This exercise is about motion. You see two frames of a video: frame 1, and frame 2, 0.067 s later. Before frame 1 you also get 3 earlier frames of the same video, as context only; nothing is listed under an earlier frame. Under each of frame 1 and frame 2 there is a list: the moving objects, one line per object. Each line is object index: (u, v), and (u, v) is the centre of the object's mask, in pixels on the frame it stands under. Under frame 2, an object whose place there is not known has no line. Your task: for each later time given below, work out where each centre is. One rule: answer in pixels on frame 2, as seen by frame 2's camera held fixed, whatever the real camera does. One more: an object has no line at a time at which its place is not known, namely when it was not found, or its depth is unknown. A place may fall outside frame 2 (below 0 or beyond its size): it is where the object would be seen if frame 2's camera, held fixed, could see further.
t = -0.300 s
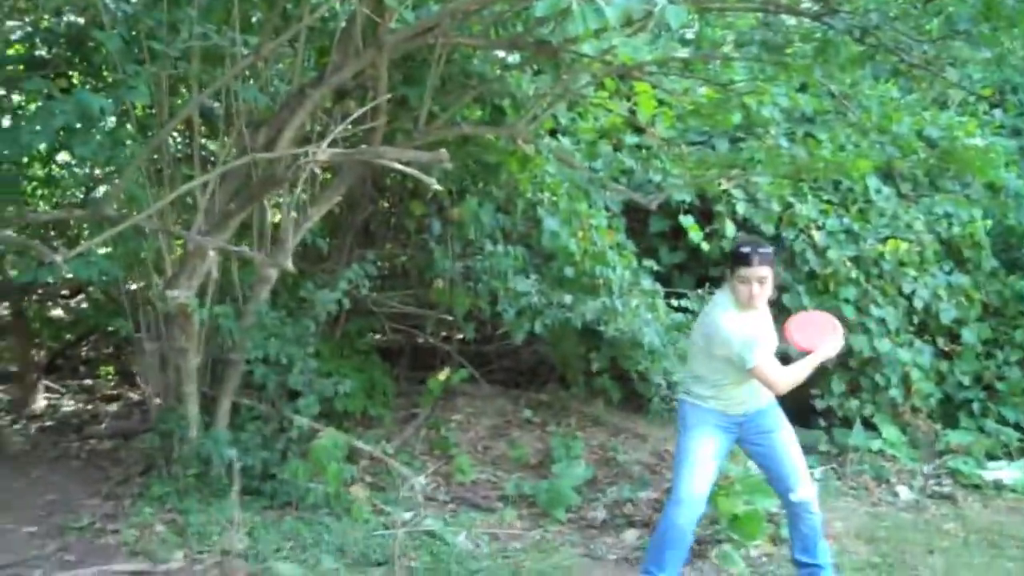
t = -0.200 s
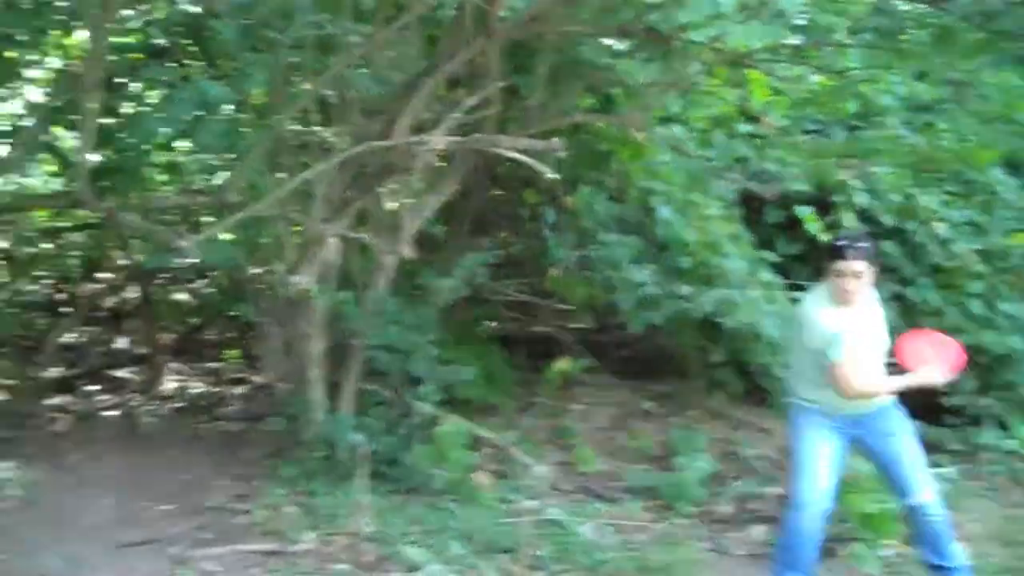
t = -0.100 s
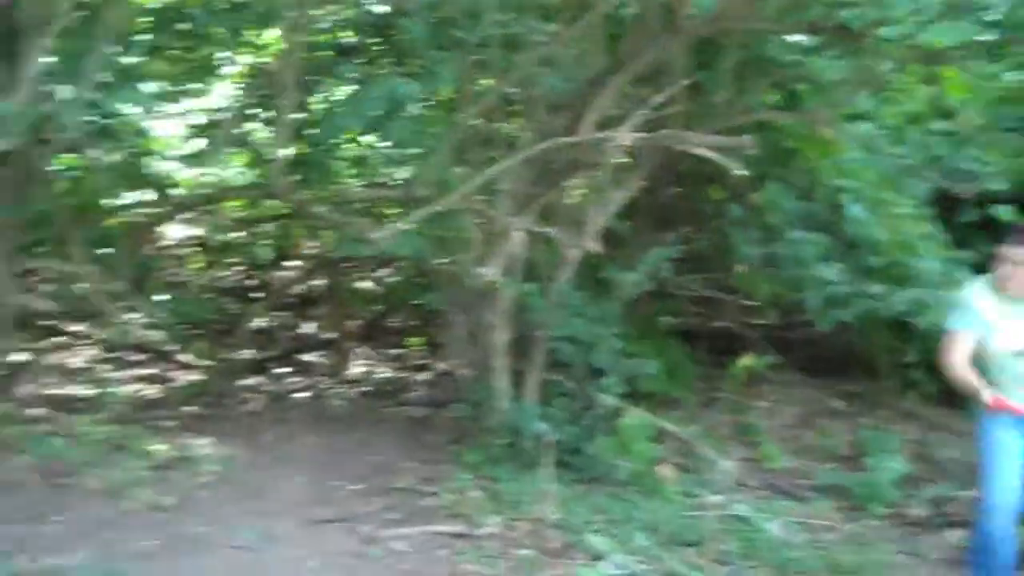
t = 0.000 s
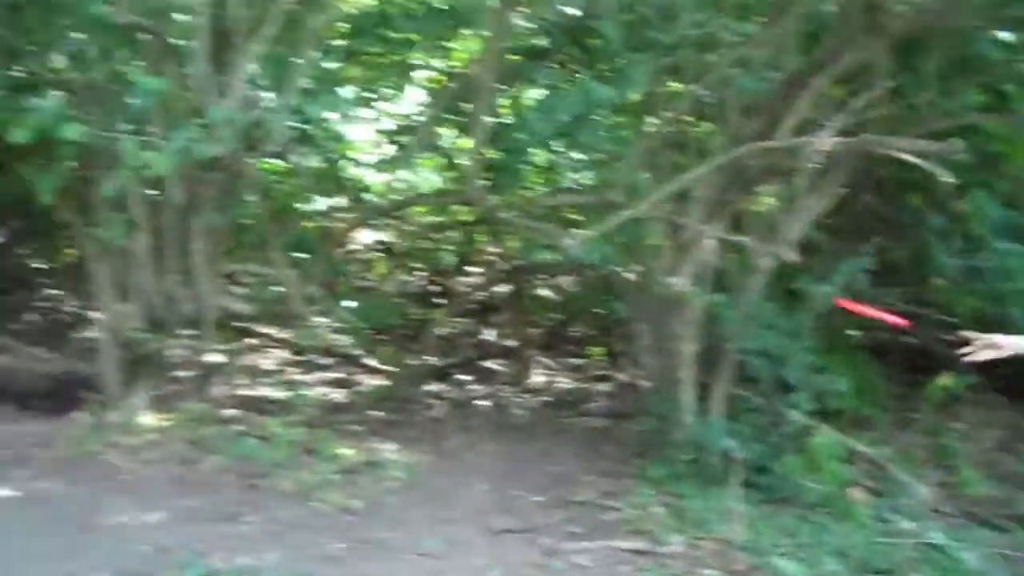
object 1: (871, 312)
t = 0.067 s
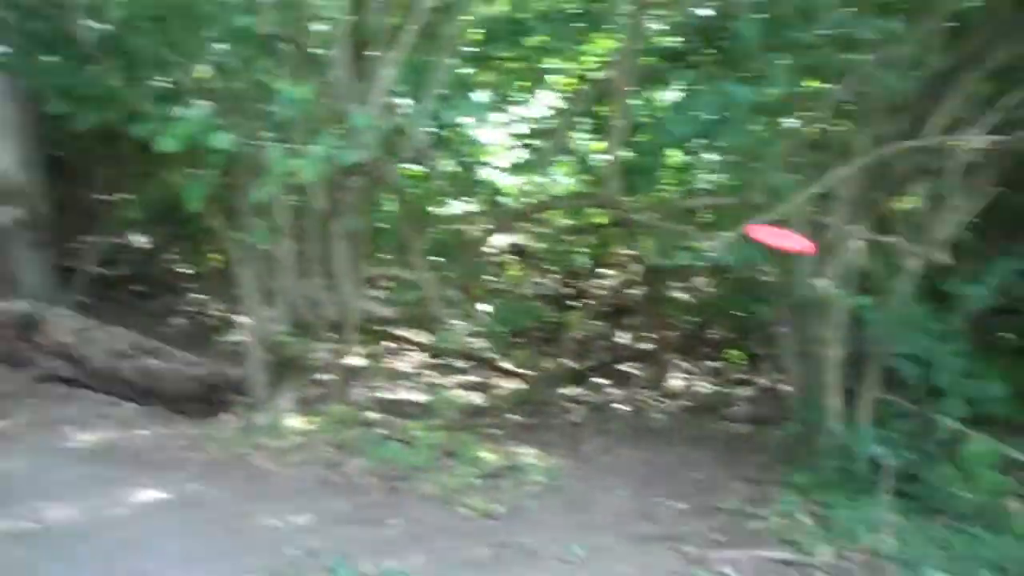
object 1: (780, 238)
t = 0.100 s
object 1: (674, 203)
